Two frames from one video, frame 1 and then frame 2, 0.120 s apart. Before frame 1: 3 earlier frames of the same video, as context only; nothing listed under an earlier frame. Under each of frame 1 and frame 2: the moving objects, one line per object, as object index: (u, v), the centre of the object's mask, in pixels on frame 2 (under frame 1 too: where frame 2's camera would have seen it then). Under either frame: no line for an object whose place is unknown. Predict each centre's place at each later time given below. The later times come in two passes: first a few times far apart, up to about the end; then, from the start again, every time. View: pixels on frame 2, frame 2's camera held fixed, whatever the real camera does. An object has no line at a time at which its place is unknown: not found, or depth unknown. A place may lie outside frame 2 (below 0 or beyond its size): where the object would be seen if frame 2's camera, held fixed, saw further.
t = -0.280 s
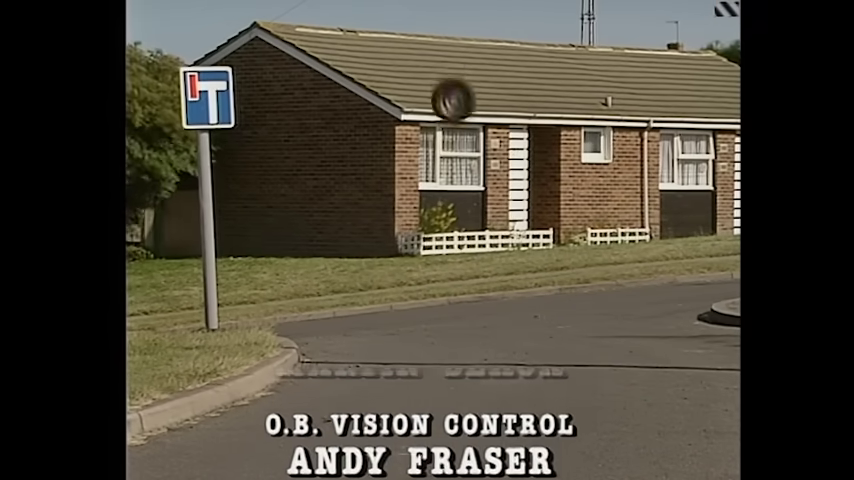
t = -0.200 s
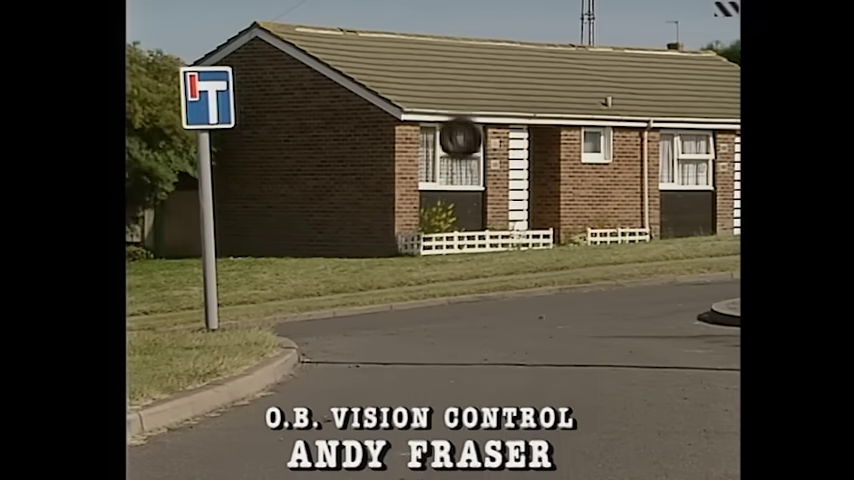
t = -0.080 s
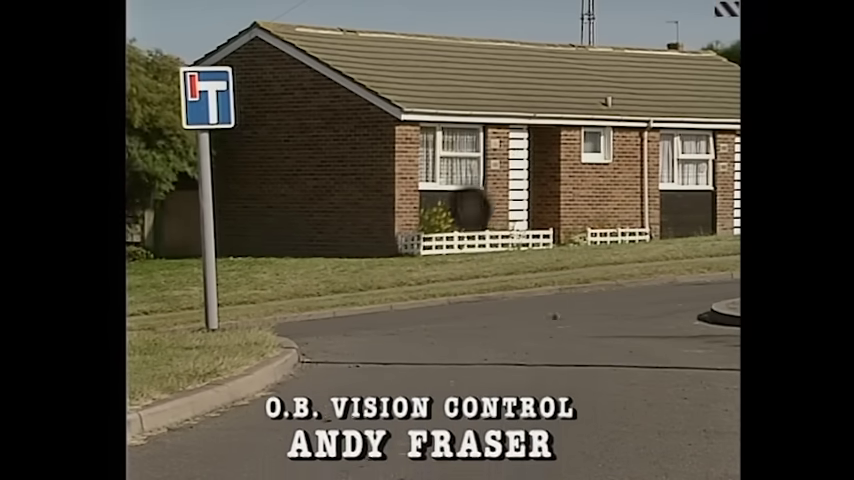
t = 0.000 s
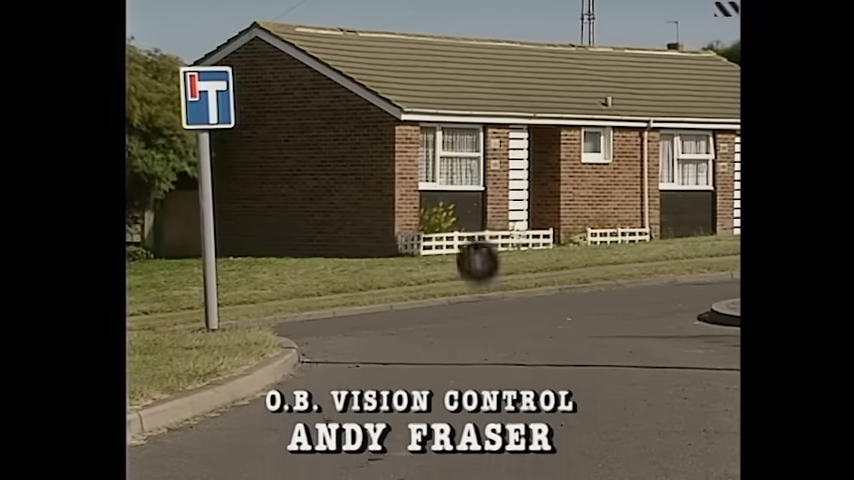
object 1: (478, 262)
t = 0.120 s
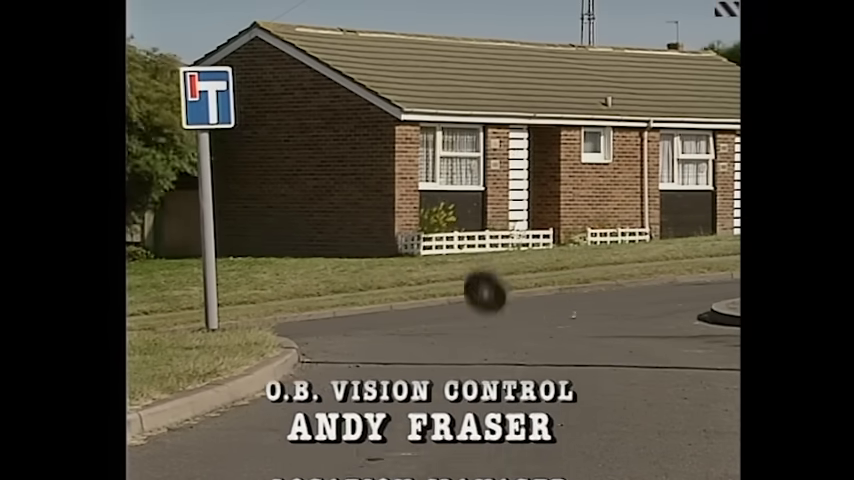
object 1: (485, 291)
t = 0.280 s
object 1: (486, 214)
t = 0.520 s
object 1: (489, 146)
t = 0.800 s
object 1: (490, 138)
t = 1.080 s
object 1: (490, 216)
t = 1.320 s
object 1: (490, 290)
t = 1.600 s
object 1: (485, 195)
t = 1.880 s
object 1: (478, 182)
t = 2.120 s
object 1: (472, 246)
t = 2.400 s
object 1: (465, 270)
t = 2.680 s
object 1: (457, 218)
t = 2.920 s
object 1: (448, 252)
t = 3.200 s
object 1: (437, 289)
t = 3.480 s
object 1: (424, 251)
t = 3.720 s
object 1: (412, 296)
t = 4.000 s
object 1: (399, 280)
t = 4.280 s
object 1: (388, 300)
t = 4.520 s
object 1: (383, 303)
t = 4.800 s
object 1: (384, 327)
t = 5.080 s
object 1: (381, 322)
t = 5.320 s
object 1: (381, 324)
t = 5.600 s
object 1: (372, 331)
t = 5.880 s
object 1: (357, 334)
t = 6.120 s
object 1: (341, 337)
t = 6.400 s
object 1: (319, 340)
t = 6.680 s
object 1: (293, 340)
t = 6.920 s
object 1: (298, 342)
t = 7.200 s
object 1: (317, 341)
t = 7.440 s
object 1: (340, 350)
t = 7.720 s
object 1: (347, 351)
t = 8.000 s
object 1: (345, 354)
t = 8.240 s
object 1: (358, 356)
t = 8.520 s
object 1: (359, 368)
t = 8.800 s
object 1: (365, 363)
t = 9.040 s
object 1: (369, 362)
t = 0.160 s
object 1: (485, 270)
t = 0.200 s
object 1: (487, 250)
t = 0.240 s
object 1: (488, 230)
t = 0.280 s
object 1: (486, 214)
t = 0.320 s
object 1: (487, 201)
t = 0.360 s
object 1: (488, 185)
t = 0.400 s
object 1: (488, 173)
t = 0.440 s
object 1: (488, 163)
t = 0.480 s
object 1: (489, 154)
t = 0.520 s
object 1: (489, 146)
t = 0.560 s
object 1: (489, 139)
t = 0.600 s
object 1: (490, 135)
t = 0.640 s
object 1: (490, 133)
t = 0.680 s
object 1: (490, 132)
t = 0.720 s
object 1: (490, 132)
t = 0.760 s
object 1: (490, 134)
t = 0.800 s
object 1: (490, 138)
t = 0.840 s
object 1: (490, 144)
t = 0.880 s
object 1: (490, 151)
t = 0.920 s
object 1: (490, 160)
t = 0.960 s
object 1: (490, 171)
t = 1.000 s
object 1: (490, 184)
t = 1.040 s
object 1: (490, 200)
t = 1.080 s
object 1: (490, 216)
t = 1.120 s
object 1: (490, 234)
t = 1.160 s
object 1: (492, 258)
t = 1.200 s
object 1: (491, 280)
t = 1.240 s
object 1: (491, 304)
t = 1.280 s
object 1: (491, 312)
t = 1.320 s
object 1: (490, 290)
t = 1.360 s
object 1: (490, 273)
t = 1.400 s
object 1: (489, 255)
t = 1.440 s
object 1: (488, 239)
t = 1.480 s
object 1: (488, 222)
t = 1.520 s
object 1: (487, 212)
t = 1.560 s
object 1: (486, 202)
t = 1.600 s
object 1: (485, 195)
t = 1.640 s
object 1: (484, 187)
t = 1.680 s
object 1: (483, 181)
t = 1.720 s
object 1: (482, 177)
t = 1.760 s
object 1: (481, 176)
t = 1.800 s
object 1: (480, 176)
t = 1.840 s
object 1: (479, 179)
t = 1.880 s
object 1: (478, 182)
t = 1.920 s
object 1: (477, 190)
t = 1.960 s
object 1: (477, 198)
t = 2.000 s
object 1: (476, 204)
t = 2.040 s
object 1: (474, 218)
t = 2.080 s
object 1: (474, 233)
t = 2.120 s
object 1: (472, 246)
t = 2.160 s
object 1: (471, 266)
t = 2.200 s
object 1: (470, 285)
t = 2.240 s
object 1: (469, 307)
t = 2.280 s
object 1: (469, 317)
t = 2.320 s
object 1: (468, 300)
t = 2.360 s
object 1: (466, 284)
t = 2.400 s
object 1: (465, 270)
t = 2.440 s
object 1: (464, 256)
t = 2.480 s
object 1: (463, 245)
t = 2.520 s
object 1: (462, 235)
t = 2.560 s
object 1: (460, 227)
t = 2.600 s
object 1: (460, 222)
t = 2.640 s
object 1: (459, 220)
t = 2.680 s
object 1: (457, 218)
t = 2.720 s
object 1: (456, 219)
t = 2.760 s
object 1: (454, 221)
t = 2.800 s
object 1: (453, 225)
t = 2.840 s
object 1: (452, 231)
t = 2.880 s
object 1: (450, 240)
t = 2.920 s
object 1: (448, 252)
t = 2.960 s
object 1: (447, 264)
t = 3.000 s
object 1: (446, 280)
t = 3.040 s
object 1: (444, 296)
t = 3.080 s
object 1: (442, 316)
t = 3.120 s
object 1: (441, 319)
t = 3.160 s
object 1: (439, 303)
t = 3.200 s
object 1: (437, 289)
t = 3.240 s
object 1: (435, 279)
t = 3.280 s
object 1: (433, 269)
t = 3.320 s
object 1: (432, 261)
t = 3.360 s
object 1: (430, 256)
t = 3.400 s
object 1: (428, 252)
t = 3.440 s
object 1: (426, 251)
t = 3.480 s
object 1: (424, 251)
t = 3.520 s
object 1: (422, 253)
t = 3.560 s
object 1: (421, 256)
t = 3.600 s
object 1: (418, 264)
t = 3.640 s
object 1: (416, 272)
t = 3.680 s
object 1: (414, 283)
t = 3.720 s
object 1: (412, 296)
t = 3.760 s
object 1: (410, 312)
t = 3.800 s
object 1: (407, 325)
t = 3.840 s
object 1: (405, 314)
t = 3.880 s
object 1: (404, 303)
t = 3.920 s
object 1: (403, 294)
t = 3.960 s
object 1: (401, 286)
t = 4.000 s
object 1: (399, 280)
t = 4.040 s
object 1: (398, 276)
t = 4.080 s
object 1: (396, 275)
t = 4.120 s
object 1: (395, 275)
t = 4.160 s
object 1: (393, 278)
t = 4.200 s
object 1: (391, 283)
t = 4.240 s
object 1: (389, 290)
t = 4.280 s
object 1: (388, 300)
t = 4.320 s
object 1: (386, 311)
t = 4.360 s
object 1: (384, 326)
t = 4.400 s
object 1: (383, 325)
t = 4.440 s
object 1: (383, 315)
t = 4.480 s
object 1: (383, 308)
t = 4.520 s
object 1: (383, 303)
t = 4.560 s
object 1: (383, 299)
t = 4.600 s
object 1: (383, 298)
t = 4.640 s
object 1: (384, 299)
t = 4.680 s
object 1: (383, 303)
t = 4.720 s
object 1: (384, 308)
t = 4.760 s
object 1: (384, 316)
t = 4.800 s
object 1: (384, 327)
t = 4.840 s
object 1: (384, 330)
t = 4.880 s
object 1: (383, 323)
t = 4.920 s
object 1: (383, 318)
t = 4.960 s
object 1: (382, 316)
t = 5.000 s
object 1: (381, 315)
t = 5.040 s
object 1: (381, 317)
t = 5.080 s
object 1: (381, 322)
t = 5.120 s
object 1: (381, 329)
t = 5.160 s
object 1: (380, 332)
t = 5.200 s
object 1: (380, 327)
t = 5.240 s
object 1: (380, 323)
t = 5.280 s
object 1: (380, 322)
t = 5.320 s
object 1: (381, 324)
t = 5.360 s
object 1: (381, 328)
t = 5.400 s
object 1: (381, 334)
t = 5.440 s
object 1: (380, 332)
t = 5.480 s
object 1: (378, 328)
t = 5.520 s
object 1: (376, 327)
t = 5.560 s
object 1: (374, 328)
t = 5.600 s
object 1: (372, 331)
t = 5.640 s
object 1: (371, 335)
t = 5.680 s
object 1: (368, 332)
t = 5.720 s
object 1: (366, 331)
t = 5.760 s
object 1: (364, 332)
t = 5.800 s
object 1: (362, 336)
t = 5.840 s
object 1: (360, 336)
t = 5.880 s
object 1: (357, 334)
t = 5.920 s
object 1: (355, 335)
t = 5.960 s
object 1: (352, 337)
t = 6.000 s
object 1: (349, 337)
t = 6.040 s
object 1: (347, 336)
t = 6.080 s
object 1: (344, 338)
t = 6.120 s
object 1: (341, 337)
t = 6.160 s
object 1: (338, 339)
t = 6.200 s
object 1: (336, 339)
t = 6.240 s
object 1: (332, 339)
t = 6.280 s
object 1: (329, 340)
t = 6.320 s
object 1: (326, 340)
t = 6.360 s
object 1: (322, 340)
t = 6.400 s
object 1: (319, 340)
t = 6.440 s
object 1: (316, 341)
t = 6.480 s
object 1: (312, 341)
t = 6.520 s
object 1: (308, 341)
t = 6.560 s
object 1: (304, 341)
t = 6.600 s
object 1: (299, 341)
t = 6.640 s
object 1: (295, 342)
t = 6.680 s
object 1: (293, 340)
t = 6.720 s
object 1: (293, 335)
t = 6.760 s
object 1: (294, 334)
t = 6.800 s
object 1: (294, 335)
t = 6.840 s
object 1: (295, 338)
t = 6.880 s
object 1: (296, 341)
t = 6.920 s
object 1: (298, 342)
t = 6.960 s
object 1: (301, 341)
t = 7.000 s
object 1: (303, 341)
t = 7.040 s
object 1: (306, 341)
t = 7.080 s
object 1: (308, 341)
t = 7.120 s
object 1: (311, 341)
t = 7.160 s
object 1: (314, 341)
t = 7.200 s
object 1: (317, 341)
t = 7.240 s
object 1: (320, 342)
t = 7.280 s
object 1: (323, 343)
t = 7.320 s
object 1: (327, 343)
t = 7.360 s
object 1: (331, 345)
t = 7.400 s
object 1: (335, 347)
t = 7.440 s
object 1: (340, 350)
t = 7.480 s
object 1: (345, 354)
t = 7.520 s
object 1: (351, 359)
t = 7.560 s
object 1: (353, 363)
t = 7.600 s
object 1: (354, 361)
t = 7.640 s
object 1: (352, 357)
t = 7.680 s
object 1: (349, 354)
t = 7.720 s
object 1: (347, 351)
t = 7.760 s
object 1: (346, 349)
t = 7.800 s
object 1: (344, 349)
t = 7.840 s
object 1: (343, 350)
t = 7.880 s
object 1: (342, 350)
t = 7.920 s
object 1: (342, 351)
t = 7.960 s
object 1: (343, 352)
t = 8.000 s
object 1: (345, 354)
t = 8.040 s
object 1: (347, 358)
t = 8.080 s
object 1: (349, 363)
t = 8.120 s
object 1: (354, 366)
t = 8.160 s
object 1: (356, 364)
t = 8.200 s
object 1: (357, 359)
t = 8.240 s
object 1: (358, 356)
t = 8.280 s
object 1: (357, 354)
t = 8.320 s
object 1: (357, 353)
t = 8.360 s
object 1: (357, 353)
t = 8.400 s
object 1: (357, 354)
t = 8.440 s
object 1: (357, 357)
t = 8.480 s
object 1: (358, 362)
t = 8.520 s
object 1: (359, 368)
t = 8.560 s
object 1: (362, 365)
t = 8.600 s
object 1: (363, 361)
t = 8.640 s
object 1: (364, 360)
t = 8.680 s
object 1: (365, 358)
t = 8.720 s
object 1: (364, 359)
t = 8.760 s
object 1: (364, 361)
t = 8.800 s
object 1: (365, 363)
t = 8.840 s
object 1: (365, 367)
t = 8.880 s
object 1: (365, 367)
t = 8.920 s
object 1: (367, 363)
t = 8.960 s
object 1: (368, 361)
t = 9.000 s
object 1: (369, 361)
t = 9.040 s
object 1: (369, 362)
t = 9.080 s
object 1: (369, 365)
